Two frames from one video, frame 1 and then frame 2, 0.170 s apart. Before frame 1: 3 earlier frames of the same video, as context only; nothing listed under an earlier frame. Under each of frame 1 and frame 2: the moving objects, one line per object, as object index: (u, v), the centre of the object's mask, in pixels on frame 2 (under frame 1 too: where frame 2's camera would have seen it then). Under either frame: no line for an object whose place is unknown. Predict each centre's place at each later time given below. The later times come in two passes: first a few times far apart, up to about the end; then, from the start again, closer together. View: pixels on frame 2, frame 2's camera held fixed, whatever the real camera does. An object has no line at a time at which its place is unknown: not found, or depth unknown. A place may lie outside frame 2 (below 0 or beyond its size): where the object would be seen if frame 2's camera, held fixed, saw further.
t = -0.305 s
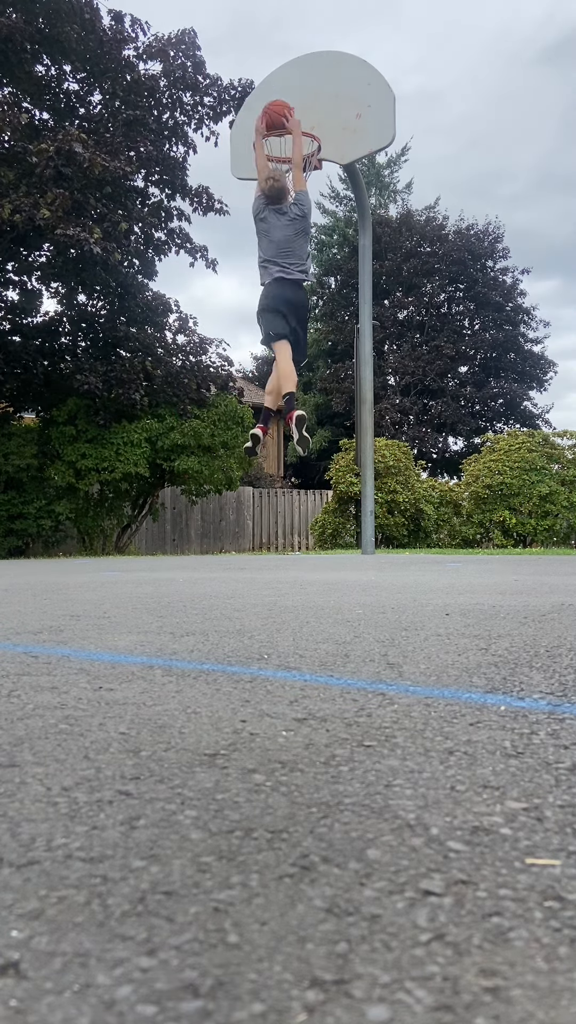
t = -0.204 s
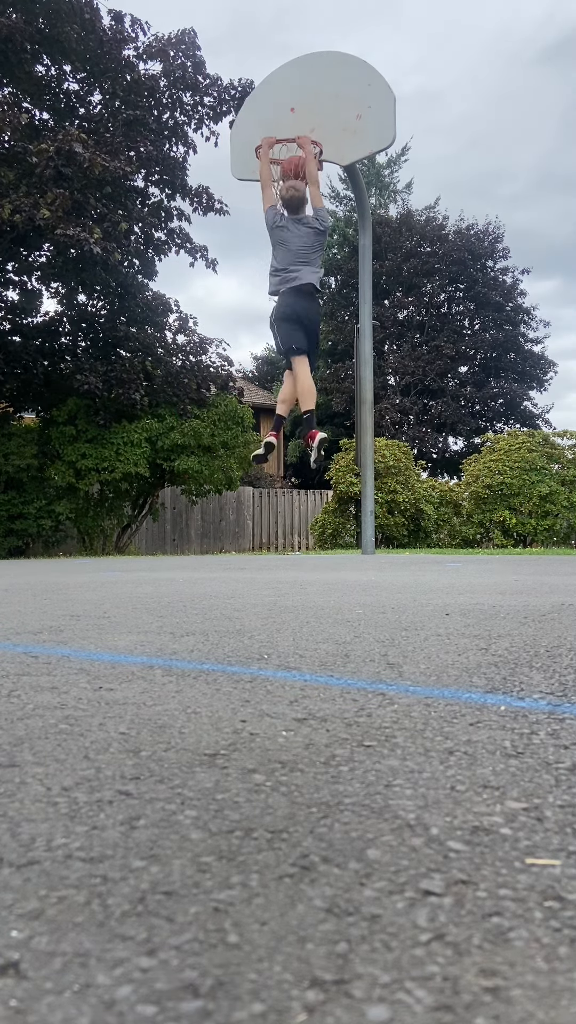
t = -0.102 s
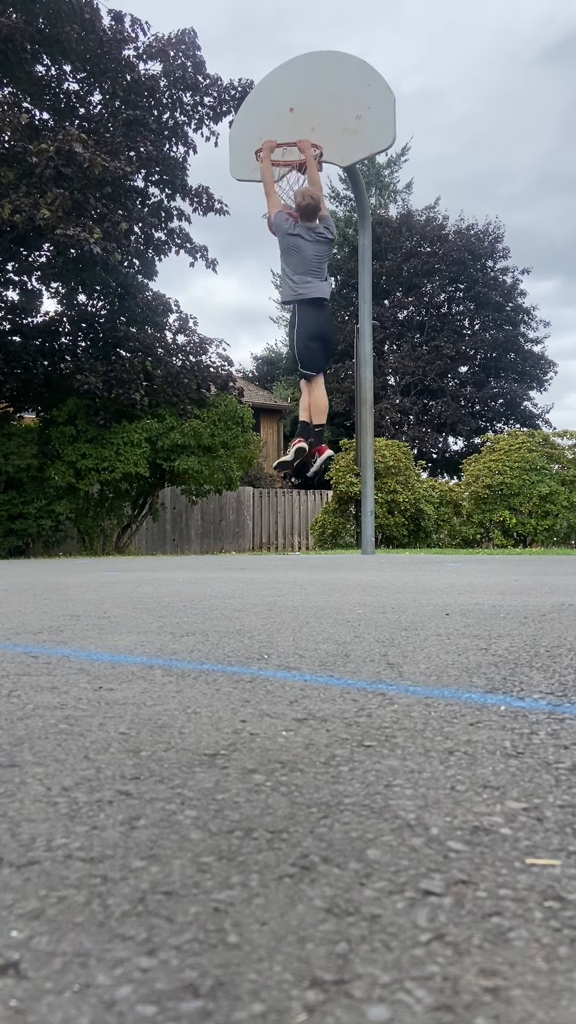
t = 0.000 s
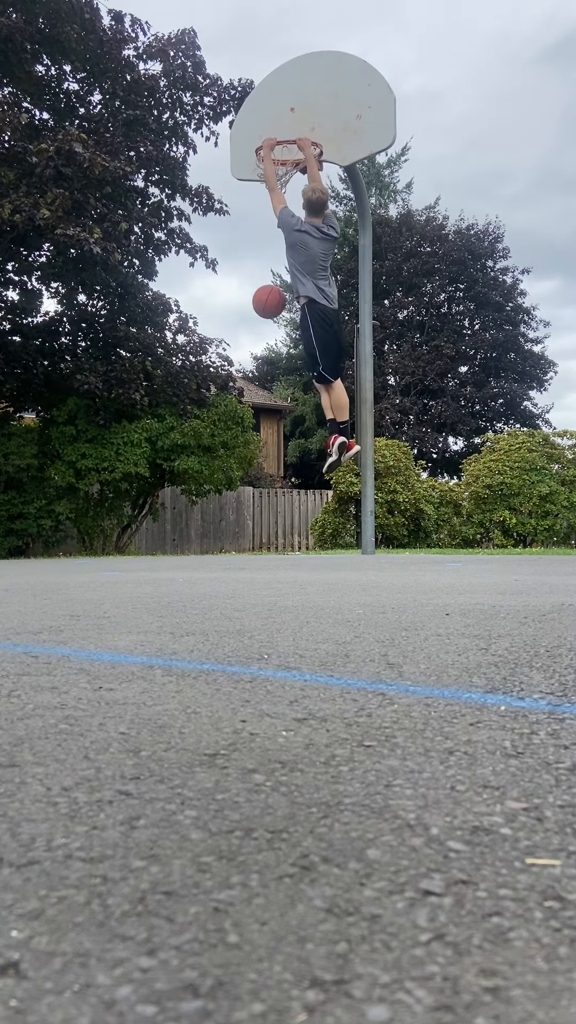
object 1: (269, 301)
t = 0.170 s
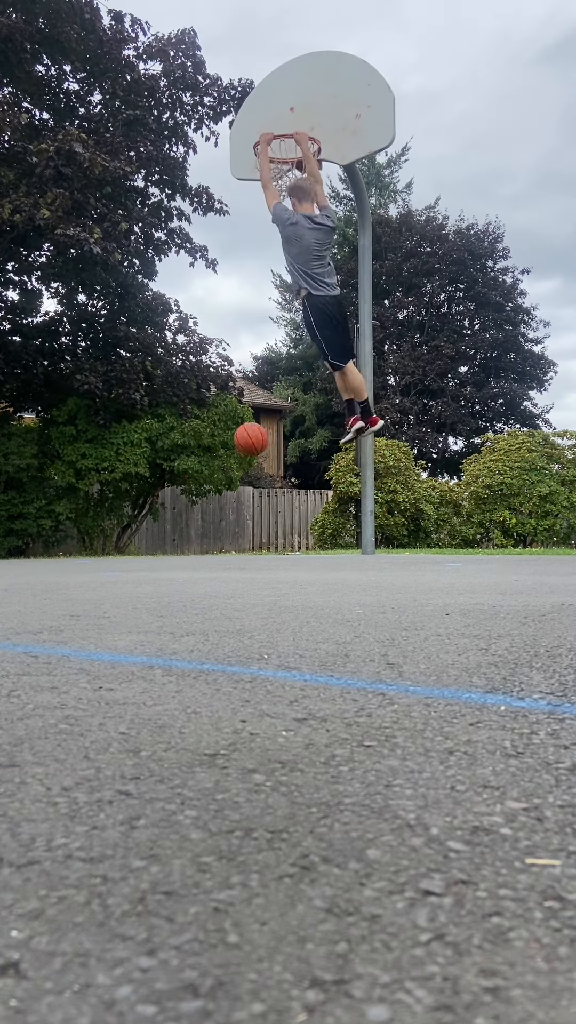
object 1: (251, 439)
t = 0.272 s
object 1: (240, 543)
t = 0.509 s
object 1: (207, 374)
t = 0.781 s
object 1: (168, 247)
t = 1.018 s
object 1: (132, 220)
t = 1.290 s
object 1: (84, 309)
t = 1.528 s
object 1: (36, 517)
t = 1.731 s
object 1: (11, 403)
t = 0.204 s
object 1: (247, 472)
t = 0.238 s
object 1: (243, 507)
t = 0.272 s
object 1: (240, 543)
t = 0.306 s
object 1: (235, 525)
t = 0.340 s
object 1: (230, 496)
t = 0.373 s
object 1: (226, 469)
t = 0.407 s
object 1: (221, 443)
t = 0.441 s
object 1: (217, 418)
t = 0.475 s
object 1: (212, 395)
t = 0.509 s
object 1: (207, 374)
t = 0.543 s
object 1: (202, 353)
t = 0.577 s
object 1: (197, 333)
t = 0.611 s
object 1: (192, 315)
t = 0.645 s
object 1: (188, 299)
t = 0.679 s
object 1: (183, 283)
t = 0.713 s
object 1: (178, 270)
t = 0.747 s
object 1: (173, 257)
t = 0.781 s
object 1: (168, 247)
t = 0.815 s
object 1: (163, 238)
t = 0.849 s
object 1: (158, 230)
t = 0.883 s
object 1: (153, 225)
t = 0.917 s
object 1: (148, 222)
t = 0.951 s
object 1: (142, 219)
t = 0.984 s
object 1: (137, 220)
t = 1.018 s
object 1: (132, 220)
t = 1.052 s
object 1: (126, 224)
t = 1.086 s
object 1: (120, 230)
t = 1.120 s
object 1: (114, 238)
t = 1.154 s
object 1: (108, 248)
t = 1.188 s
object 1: (103, 260)
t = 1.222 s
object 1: (96, 274)
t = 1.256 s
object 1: (90, 291)
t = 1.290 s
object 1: (84, 309)
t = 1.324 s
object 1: (77, 331)
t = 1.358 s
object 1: (71, 355)
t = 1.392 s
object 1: (65, 382)
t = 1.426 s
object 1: (58, 411)
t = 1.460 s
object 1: (51, 443)
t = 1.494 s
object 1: (44, 478)
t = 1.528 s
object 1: (36, 517)
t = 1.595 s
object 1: (24, 520)
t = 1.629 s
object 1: (20, 488)
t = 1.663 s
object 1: (17, 458)
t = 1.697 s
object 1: (14, 430)
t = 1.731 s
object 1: (11, 403)
